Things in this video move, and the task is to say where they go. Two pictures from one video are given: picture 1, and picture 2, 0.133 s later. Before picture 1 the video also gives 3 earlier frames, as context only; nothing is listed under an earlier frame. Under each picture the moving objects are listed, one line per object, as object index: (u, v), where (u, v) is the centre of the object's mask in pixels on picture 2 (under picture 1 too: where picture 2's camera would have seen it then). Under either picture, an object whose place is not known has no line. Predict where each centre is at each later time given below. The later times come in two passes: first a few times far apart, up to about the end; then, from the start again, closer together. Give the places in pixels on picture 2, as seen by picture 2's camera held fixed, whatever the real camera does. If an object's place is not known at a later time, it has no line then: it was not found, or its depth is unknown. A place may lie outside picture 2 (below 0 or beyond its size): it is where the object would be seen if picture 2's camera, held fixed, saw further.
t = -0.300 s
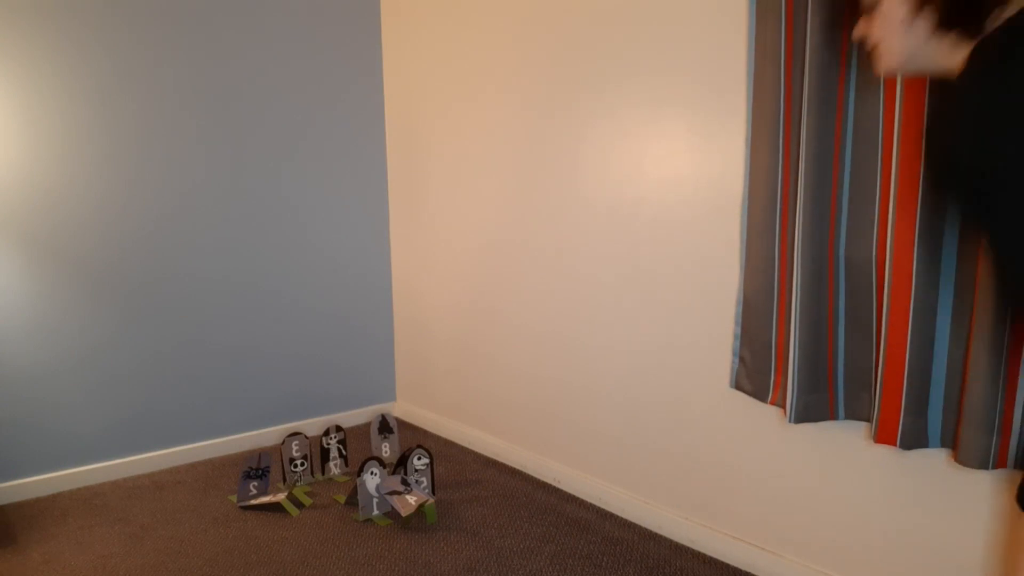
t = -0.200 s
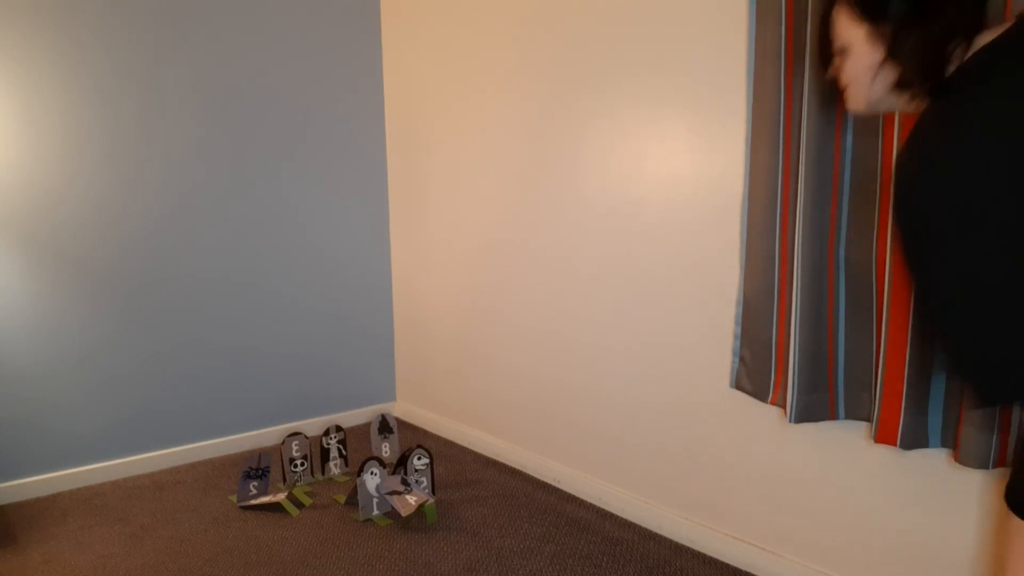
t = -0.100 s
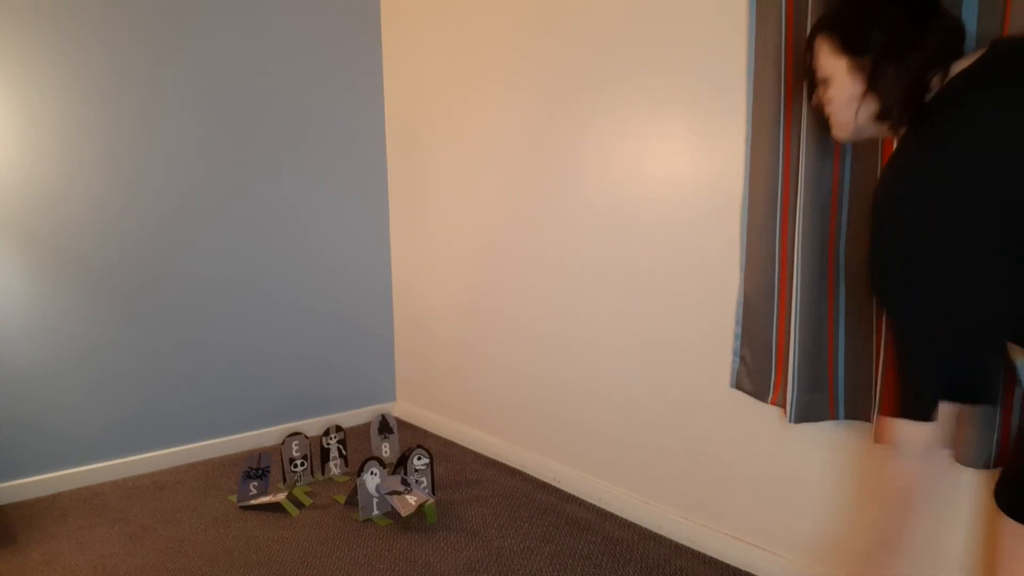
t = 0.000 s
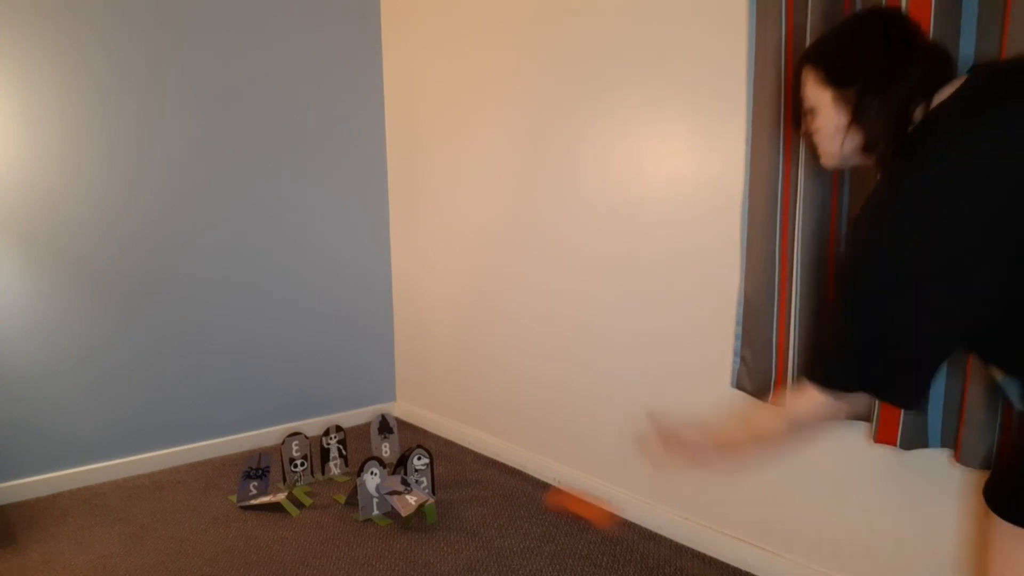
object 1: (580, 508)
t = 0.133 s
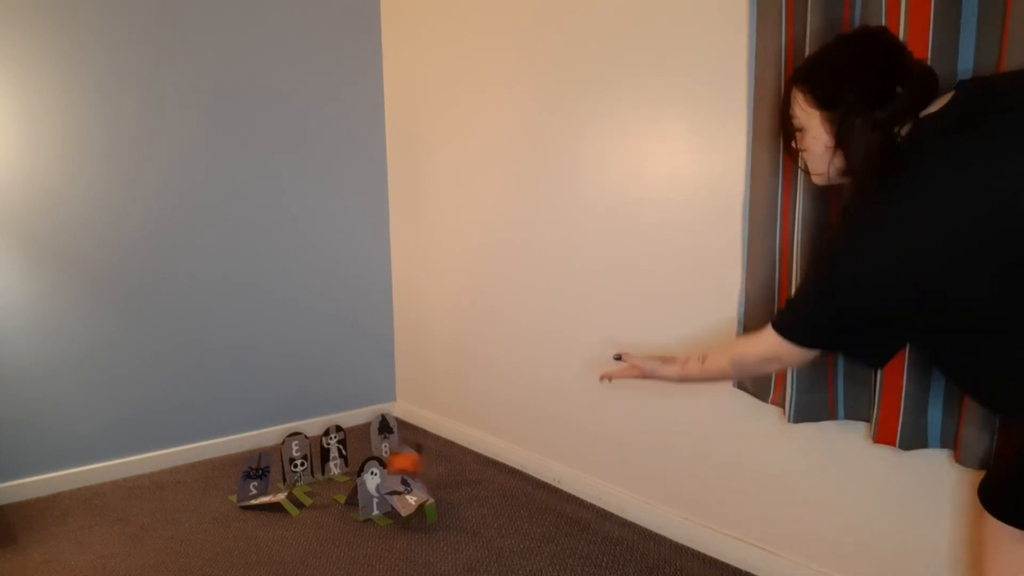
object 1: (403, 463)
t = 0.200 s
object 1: (357, 453)
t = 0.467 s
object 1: (307, 436)
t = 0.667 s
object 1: (314, 447)
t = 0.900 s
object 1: (314, 456)
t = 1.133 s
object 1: (314, 455)
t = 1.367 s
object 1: (313, 450)
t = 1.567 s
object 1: (313, 451)
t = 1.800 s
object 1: (313, 451)
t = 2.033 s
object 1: (313, 451)
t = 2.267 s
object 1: (314, 451)
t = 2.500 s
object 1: (313, 451)
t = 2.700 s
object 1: (313, 451)
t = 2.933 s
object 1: (313, 451)
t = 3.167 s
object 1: (314, 451)
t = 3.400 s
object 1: (314, 451)
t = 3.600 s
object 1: (313, 451)
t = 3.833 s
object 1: (313, 451)
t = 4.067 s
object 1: (313, 451)
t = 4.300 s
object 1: (313, 451)
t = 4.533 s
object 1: (313, 451)
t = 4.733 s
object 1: (313, 451)
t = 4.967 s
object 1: (313, 451)
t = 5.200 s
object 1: (313, 451)
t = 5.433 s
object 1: (313, 451)
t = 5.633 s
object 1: (313, 451)
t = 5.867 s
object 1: (313, 451)
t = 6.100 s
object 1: (313, 451)
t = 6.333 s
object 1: (313, 451)
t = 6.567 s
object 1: (313, 451)
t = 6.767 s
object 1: (313, 451)
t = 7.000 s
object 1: (313, 451)
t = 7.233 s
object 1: (313, 451)
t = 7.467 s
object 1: (313, 451)
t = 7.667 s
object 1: (313, 451)
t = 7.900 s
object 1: (313, 451)
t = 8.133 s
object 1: (313, 451)
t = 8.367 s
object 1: (313, 451)
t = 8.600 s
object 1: (313, 451)
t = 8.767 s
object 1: (313, 451)
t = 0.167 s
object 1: (386, 458)
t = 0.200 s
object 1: (357, 453)
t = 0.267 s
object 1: (315, 439)
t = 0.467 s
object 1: (307, 436)
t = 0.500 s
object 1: (309, 438)
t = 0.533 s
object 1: (309, 439)
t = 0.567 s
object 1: (310, 440)
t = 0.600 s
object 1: (311, 443)
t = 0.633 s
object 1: (313, 445)
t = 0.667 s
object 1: (314, 447)
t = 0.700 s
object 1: (315, 449)
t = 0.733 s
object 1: (315, 451)
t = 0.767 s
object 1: (315, 453)
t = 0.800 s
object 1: (314, 455)
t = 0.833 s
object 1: (314, 455)
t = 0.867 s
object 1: (315, 456)
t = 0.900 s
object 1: (314, 456)
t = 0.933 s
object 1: (314, 456)
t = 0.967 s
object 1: (314, 456)
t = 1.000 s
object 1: (314, 456)
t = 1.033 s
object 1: (314, 456)
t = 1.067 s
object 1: (314, 456)
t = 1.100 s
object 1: (314, 455)
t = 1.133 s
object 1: (314, 455)
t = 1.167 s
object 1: (314, 454)
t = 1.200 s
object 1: (314, 453)
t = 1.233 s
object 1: (313, 451)
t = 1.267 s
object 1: (313, 450)
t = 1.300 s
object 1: (313, 450)
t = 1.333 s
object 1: (313, 449)
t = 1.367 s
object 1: (313, 450)
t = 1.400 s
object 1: (313, 449)
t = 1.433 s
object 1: (313, 450)
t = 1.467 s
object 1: (313, 450)
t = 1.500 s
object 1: (313, 450)
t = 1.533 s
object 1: (313, 451)
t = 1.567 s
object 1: (313, 451)
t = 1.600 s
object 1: (314, 451)
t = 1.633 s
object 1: (314, 451)
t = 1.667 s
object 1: (313, 451)
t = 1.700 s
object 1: (314, 451)
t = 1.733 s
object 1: (313, 451)
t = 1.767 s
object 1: (313, 451)
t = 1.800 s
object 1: (313, 451)
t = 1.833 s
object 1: (313, 451)
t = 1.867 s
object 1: (313, 451)
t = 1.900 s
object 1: (314, 451)
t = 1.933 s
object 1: (314, 451)
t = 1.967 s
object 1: (313, 451)
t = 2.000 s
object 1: (313, 451)
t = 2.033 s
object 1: (313, 451)
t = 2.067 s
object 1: (314, 451)
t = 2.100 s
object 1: (313, 451)
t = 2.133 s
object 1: (313, 451)
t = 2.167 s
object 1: (314, 451)
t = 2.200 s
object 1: (314, 451)
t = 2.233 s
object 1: (314, 451)
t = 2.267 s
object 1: (314, 451)
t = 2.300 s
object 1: (313, 451)
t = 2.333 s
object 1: (314, 451)
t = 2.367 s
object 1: (313, 451)
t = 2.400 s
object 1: (313, 451)
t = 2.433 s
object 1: (313, 451)
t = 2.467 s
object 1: (313, 451)
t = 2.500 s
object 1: (313, 451)
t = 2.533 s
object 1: (313, 451)
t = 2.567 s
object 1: (313, 451)
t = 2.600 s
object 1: (314, 451)
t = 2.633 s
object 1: (313, 451)
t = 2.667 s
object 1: (313, 451)
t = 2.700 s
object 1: (313, 451)
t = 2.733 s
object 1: (313, 451)
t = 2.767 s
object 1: (313, 451)
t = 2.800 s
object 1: (314, 451)
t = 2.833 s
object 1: (314, 451)
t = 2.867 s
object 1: (314, 451)
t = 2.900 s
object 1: (314, 451)
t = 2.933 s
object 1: (313, 451)
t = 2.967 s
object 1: (313, 451)
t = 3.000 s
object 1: (313, 451)
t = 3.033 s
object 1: (313, 451)
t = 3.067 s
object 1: (314, 451)
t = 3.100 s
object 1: (313, 451)
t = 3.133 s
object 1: (314, 451)
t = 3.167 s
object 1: (314, 451)
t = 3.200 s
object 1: (313, 451)
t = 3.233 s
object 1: (313, 451)
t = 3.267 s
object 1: (313, 451)
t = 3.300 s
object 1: (313, 451)
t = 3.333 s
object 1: (313, 451)
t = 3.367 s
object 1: (313, 451)
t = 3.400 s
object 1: (314, 451)
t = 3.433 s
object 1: (313, 451)
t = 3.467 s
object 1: (313, 451)
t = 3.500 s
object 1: (314, 451)
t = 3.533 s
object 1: (313, 451)
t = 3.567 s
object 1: (313, 451)
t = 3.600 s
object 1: (313, 451)
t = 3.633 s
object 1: (313, 451)
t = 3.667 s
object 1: (313, 451)
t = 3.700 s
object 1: (313, 451)
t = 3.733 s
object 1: (313, 451)
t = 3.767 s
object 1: (313, 451)
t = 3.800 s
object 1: (313, 451)
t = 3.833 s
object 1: (313, 451)
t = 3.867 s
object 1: (313, 451)
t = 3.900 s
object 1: (313, 451)
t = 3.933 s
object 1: (313, 451)
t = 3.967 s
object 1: (313, 451)
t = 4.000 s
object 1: (313, 451)
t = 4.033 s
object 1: (313, 451)
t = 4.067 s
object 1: (313, 451)
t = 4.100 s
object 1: (313, 451)
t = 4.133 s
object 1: (313, 451)
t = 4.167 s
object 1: (313, 451)
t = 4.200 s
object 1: (313, 451)
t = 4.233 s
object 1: (313, 451)
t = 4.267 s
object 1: (313, 451)
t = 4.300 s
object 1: (313, 451)
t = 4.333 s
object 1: (313, 451)
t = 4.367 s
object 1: (313, 451)
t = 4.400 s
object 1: (313, 451)
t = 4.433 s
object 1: (313, 451)
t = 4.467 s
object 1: (313, 451)
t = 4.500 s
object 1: (313, 451)
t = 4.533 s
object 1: (313, 451)
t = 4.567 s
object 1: (313, 451)
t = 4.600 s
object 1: (313, 451)
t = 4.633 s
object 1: (313, 451)
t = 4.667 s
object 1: (313, 451)
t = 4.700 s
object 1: (313, 451)
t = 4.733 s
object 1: (313, 451)
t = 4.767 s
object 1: (313, 451)
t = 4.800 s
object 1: (313, 451)
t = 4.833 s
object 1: (313, 451)
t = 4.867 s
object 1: (313, 451)
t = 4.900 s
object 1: (313, 451)
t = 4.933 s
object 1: (313, 451)
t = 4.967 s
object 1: (313, 451)
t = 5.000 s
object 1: (313, 451)
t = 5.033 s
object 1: (313, 451)
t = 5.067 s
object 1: (313, 451)
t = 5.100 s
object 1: (313, 451)
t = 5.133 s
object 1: (313, 451)
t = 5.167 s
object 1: (313, 451)
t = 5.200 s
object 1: (313, 451)
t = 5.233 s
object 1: (313, 451)
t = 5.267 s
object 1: (313, 451)
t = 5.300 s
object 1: (313, 451)
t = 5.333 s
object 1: (313, 451)
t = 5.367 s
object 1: (313, 451)
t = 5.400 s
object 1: (313, 451)
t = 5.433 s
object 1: (313, 451)
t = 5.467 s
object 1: (313, 451)
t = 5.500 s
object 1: (313, 451)
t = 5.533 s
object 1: (313, 451)
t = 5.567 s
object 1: (313, 451)
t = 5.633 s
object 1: (313, 451)
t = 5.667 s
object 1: (313, 451)
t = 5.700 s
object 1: (313, 451)
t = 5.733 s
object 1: (313, 451)
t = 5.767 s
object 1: (313, 451)
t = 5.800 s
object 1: (313, 451)
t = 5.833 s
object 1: (313, 451)
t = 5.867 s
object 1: (313, 451)
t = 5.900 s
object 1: (313, 451)
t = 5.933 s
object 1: (313, 451)
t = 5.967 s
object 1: (313, 451)
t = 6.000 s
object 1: (313, 451)
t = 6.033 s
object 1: (313, 451)
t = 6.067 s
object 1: (313, 451)
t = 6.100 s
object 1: (313, 451)
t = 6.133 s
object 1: (313, 451)
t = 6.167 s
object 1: (313, 451)
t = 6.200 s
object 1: (313, 451)
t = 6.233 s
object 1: (313, 451)
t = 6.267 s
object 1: (313, 451)
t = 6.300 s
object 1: (313, 451)
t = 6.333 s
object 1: (313, 451)
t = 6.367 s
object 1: (313, 451)
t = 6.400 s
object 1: (313, 451)
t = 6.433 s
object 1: (313, 451)
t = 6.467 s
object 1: (313, 451)
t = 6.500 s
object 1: (313, 451)
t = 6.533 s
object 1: (313, 451)
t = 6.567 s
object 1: (313, 451)
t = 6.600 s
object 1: (313, 451)
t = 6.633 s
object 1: (313, 451)
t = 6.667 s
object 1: (313, 451)
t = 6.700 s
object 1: (313, 451)
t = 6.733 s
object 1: (313, 451)
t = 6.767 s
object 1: (313, 451)
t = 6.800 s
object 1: (313, 451)
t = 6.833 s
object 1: (313, 451)
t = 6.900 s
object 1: (313, 451)
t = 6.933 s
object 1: (313, 451)
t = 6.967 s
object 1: (313, 451)
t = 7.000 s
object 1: (313, 451)
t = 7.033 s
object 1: (313, 451)
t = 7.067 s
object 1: (313, 451)
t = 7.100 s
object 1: (313, 451)
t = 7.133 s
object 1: (313, 451)
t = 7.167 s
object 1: (313, 451)
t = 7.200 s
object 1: (313, 451)
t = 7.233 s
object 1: (313, 451)
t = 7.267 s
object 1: (313, 451)
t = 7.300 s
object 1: (313, 451)
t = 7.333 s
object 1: (313, 451)
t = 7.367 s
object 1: (313, 451)
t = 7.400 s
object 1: (313, 451)
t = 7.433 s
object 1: (314, 451)
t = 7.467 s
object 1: (313, 451)
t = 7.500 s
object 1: (313, 451)
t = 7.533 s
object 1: (313, 451)
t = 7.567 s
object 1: (313, 451)
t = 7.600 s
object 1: (313, 451)
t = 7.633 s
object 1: (313, 451)
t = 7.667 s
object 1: (313, 451)
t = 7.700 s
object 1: (313, 451)
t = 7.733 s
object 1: (313, 451)
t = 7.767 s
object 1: (313, 451)
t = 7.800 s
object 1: (313, 451)
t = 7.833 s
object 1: (313, 451)
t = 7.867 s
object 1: (313, 451)
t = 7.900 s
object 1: (313, 451)
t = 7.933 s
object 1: (313, 451)
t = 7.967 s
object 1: (313, 451)
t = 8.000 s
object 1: (313, 451)
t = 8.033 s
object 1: (313, 451)
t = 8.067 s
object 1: (313, 451)
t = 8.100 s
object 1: (313, 451)
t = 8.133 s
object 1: (313, 451)
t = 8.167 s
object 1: (313, 451)
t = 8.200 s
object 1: (313, 451)
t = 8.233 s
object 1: (313, 451)
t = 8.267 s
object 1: (313, 451)
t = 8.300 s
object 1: (313, 451)
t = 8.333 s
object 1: (313, 451)
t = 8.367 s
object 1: (313, 451)
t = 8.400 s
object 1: (313, 451)
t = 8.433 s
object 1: (313, 451)
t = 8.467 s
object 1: (313, 451)
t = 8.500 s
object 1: (313, 451)
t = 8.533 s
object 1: (313, 451)
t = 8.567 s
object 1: (313, 451)
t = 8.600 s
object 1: (313, 451)
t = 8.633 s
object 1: (313, 451)
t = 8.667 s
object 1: (313, 451)
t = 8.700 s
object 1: (313, 451)
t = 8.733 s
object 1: (313, 451)
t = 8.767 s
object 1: (313, 451)
